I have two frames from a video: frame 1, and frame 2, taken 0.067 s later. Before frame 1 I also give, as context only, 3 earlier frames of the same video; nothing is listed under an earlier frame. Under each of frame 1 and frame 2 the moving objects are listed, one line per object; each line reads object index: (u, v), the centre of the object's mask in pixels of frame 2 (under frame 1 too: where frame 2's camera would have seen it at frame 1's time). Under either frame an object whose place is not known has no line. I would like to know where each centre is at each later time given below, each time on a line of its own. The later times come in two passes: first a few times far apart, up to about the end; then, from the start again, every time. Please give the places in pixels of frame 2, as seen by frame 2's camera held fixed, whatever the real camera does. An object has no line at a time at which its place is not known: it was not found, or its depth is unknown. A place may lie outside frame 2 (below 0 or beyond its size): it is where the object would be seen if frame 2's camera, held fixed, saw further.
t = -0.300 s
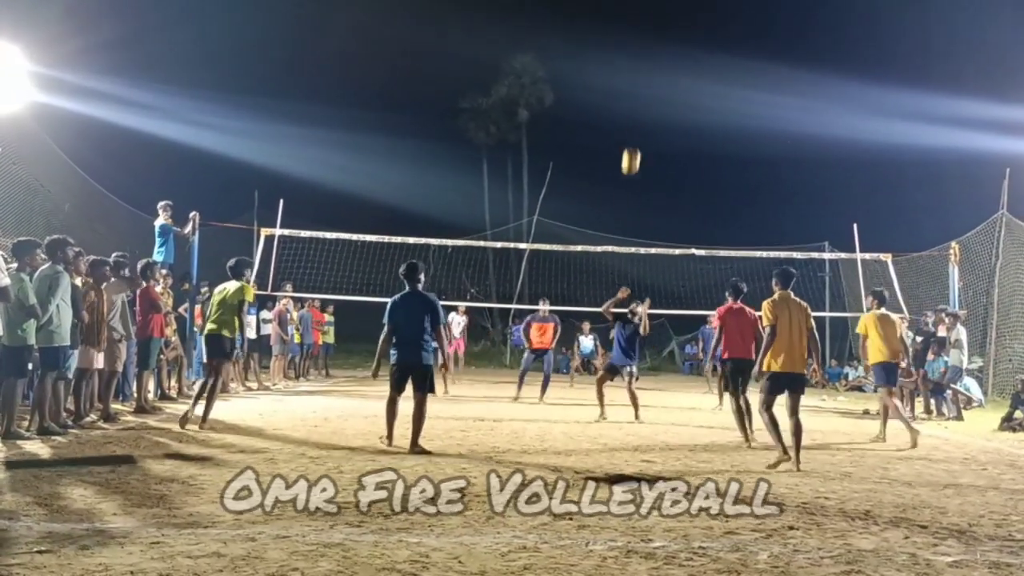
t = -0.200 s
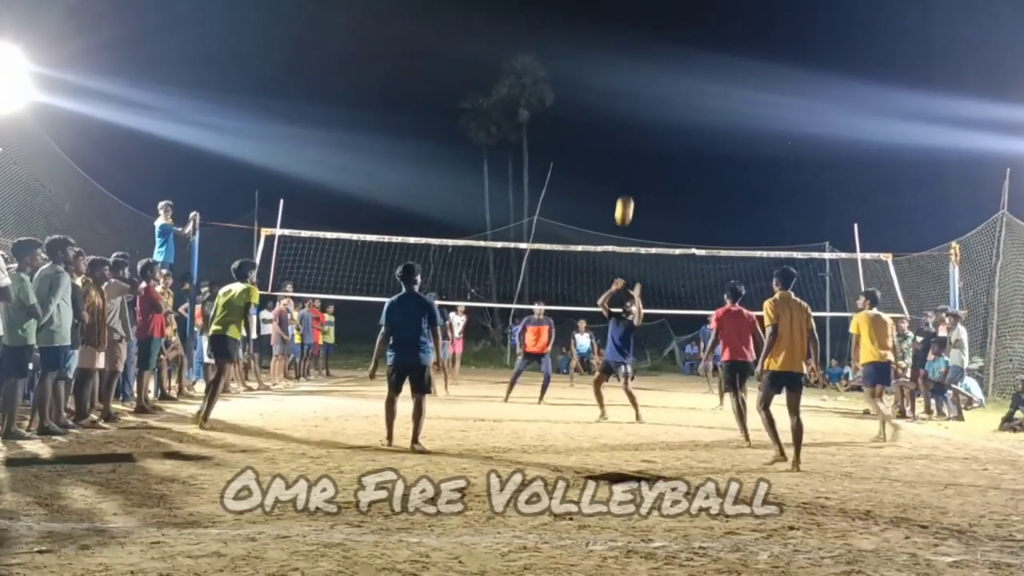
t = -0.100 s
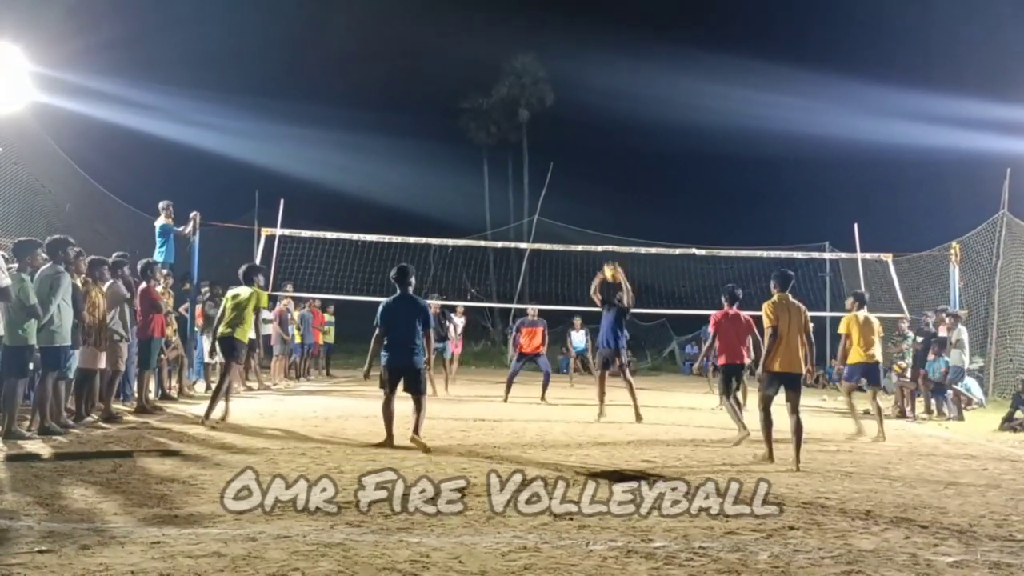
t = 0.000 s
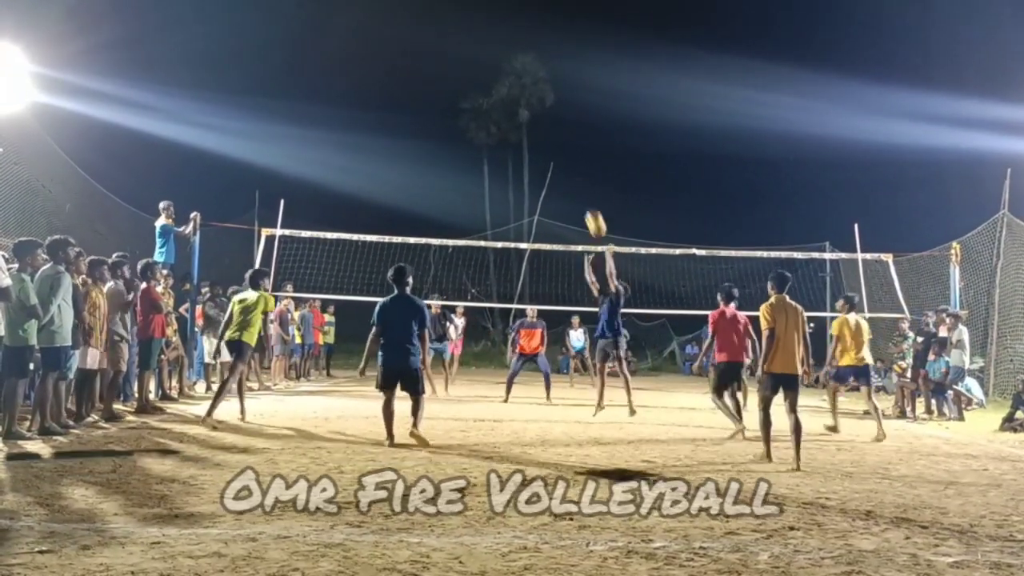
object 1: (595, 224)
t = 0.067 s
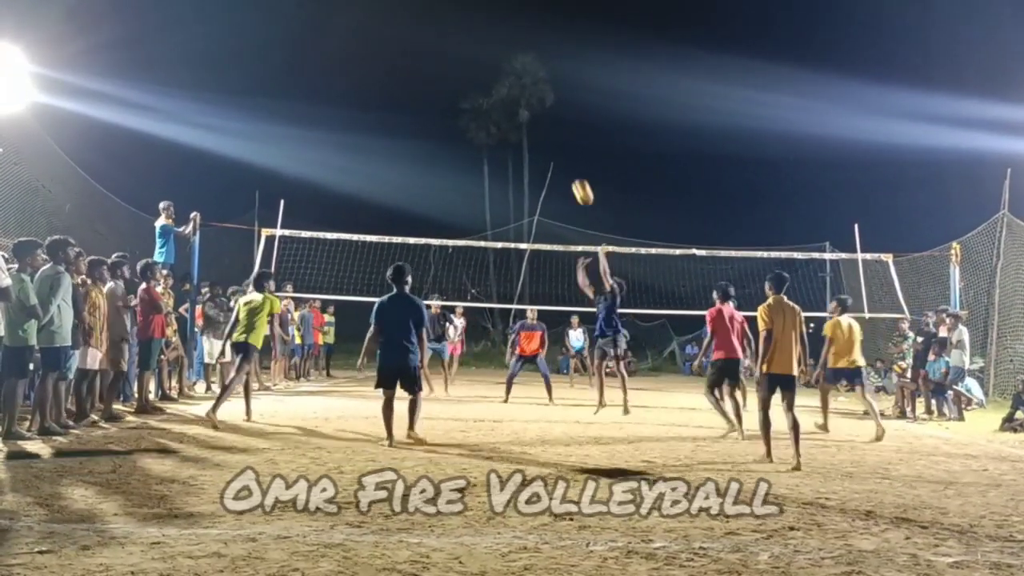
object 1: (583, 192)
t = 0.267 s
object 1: (544, 120)
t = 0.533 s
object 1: (492, 72)
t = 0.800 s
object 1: (442, 77)
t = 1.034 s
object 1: (398, 121)
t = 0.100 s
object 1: (576, 177)
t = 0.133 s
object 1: (569, 164)
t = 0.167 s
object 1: (563, 152)
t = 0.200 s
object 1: (557, 141)
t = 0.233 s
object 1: (550, 129)
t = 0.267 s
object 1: (544, 120)
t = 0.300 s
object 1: (537, 111)
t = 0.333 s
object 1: (531, 103)
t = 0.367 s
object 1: (524, 96)
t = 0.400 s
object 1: (518, 90)
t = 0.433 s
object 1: (512, 84)
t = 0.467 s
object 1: (505, 79)
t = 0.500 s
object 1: (499, 76)
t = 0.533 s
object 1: (492, 72)
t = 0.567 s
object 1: (486, 70)
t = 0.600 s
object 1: (480, 69)
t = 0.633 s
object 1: (474, 68)
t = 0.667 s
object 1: (467, 68)
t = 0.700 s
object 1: (461, 69)
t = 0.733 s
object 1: (455, 71)
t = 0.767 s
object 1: (448, 74)
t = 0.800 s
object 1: (442, 77)
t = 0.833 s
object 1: (435, 81)
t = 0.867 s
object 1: (429, 86)
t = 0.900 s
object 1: (423, 91)
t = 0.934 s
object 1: (417, 98)
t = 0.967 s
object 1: (411, 104)
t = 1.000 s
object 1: (404, 112)
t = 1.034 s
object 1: (398, 121)
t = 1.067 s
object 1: (392, 130)
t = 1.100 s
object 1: (386, 140)
